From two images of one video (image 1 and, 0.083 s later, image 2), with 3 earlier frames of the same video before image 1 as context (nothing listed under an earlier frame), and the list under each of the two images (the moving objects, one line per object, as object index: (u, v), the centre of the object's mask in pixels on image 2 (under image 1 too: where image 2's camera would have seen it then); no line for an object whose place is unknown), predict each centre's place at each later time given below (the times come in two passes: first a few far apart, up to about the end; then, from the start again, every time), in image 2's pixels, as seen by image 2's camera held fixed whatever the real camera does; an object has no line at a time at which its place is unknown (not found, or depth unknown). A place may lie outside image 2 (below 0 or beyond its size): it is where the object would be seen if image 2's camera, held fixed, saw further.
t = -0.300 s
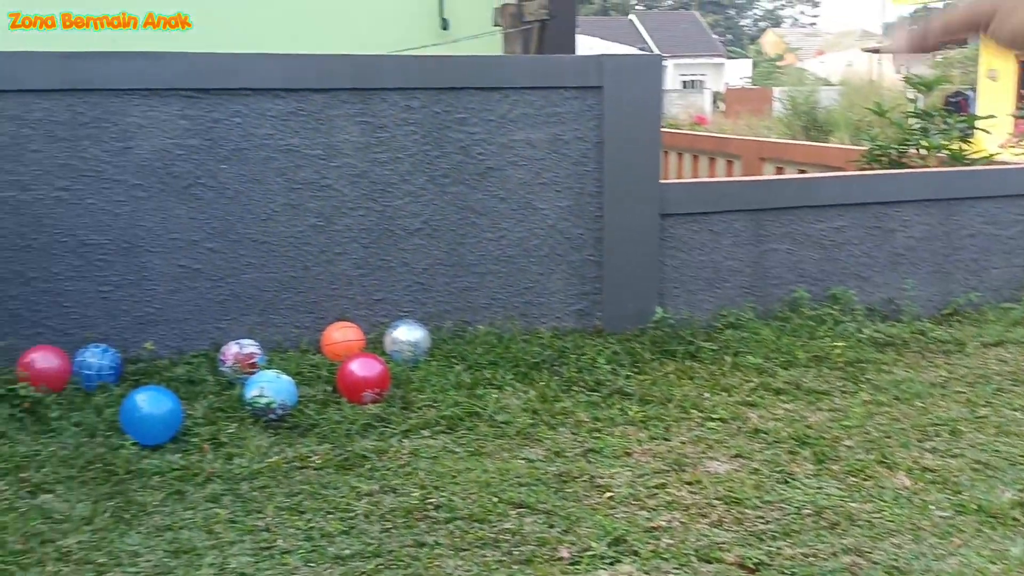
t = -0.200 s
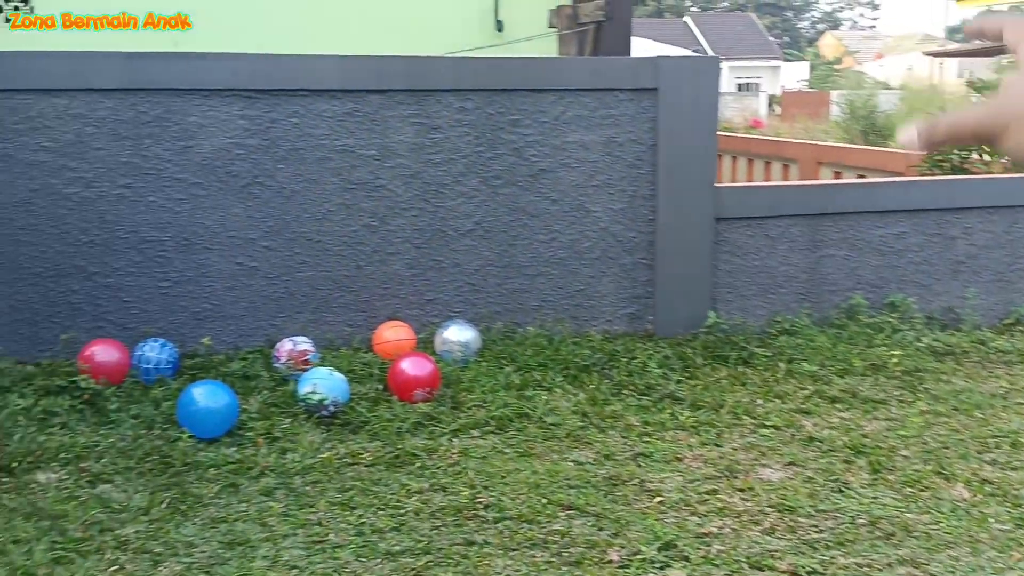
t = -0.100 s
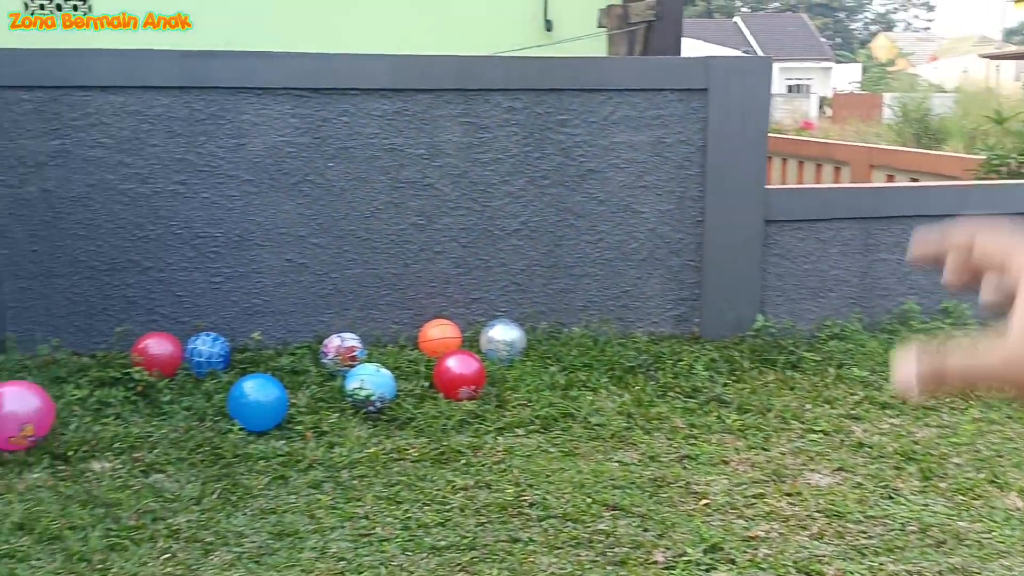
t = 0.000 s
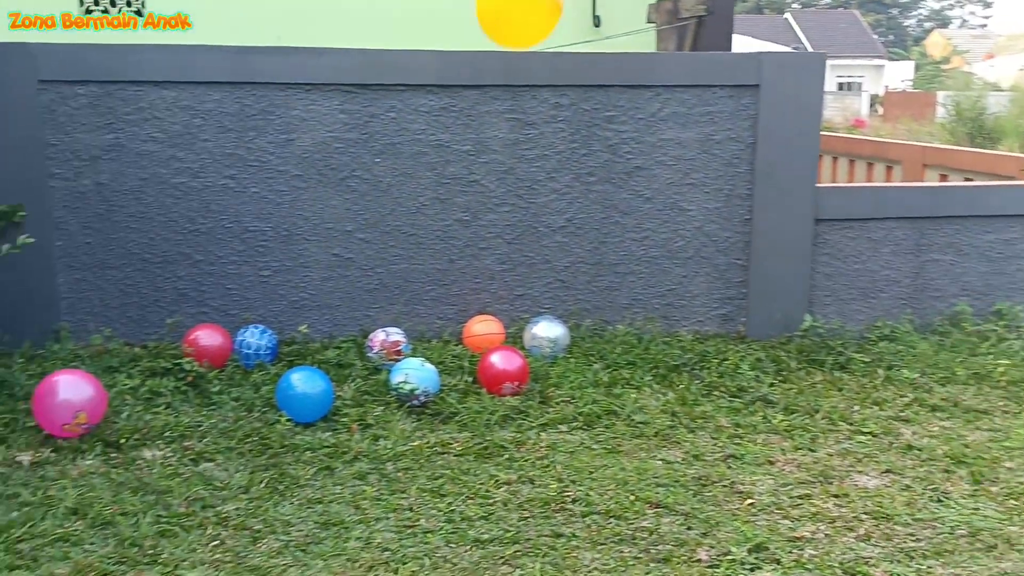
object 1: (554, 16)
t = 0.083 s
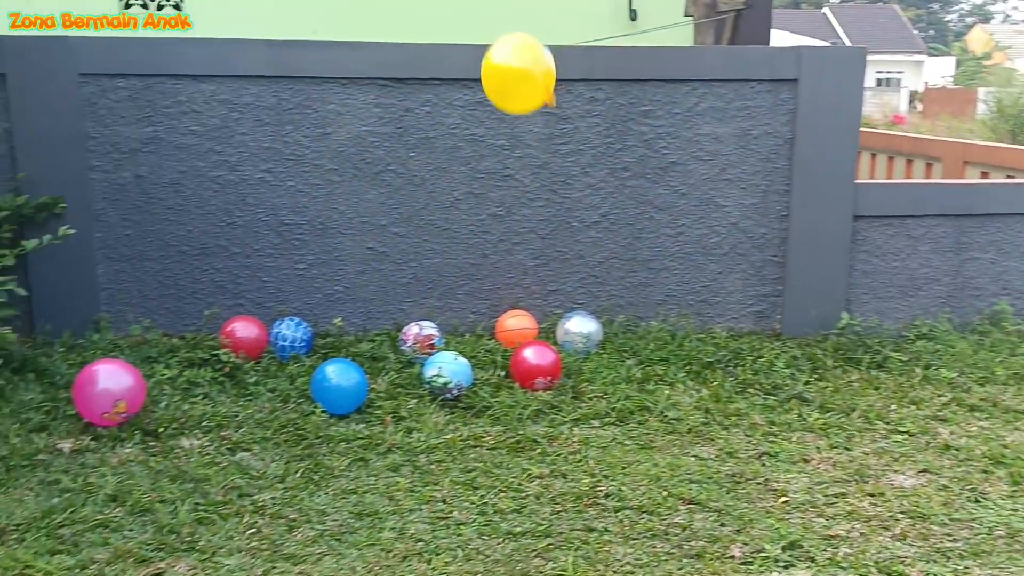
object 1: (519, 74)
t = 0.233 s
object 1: (483, 211)
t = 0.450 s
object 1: (474, 322)
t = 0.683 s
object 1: (498, 289)
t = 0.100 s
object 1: (514, 90)
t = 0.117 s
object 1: (509, 105)
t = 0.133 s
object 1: (505, 121)
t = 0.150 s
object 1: (501, 135)
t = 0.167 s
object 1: (497, 151)
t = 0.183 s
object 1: (493, 166)
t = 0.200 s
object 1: (489, 181)
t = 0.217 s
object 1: (486, 196)
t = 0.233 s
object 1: (483, 211)
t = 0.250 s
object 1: (480, 226)
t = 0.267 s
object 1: (477, 241)
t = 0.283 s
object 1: (474, 256)
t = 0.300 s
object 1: (472, 270)
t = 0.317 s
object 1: (469, 285)
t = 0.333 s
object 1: (466, 300)
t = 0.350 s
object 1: (464, 315)
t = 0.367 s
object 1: (462, 330)
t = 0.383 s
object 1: (462, 338)
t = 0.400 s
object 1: (464, 336)
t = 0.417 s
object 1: (468, 331)
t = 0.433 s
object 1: (471, 326)
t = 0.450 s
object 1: (474, 322)
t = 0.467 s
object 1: (477, 318)
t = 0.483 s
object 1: (480, 315)
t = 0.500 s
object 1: (484, 313)
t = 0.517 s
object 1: (487, 310)
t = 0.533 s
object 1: (490, 309)
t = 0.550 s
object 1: (493, 308)
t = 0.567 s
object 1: (497, 308)
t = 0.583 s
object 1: (499, 308)
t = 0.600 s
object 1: (500, 305)
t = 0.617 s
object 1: (499, 301)
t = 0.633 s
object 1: (499, 297)
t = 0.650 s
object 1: (498, 294)
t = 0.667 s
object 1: (498, 291)
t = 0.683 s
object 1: (498, 289)
